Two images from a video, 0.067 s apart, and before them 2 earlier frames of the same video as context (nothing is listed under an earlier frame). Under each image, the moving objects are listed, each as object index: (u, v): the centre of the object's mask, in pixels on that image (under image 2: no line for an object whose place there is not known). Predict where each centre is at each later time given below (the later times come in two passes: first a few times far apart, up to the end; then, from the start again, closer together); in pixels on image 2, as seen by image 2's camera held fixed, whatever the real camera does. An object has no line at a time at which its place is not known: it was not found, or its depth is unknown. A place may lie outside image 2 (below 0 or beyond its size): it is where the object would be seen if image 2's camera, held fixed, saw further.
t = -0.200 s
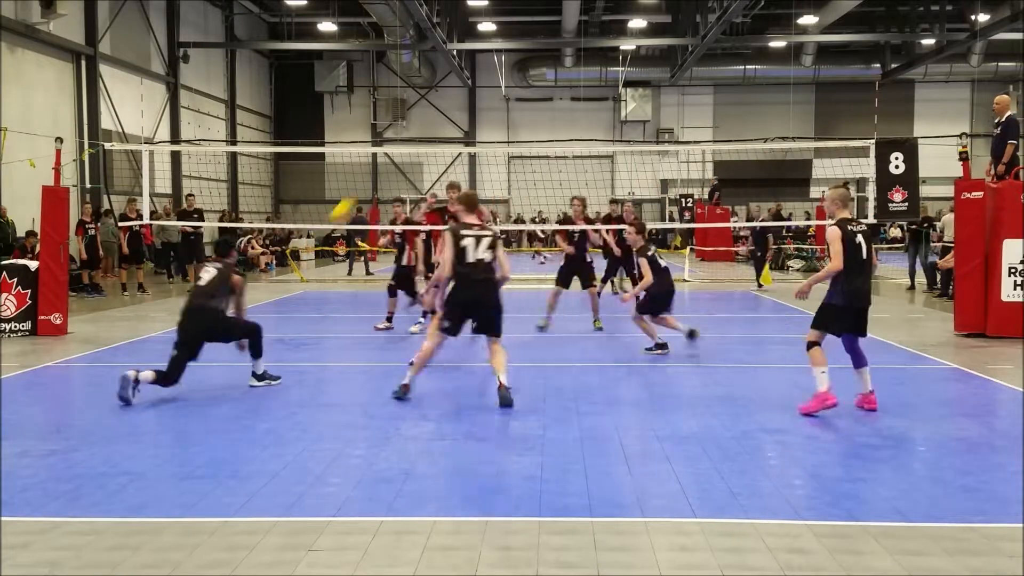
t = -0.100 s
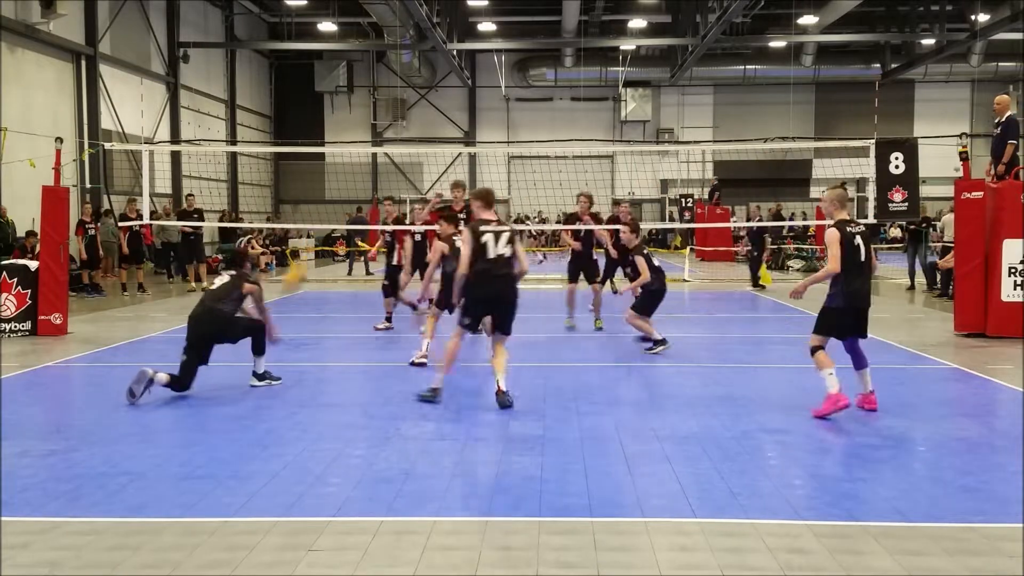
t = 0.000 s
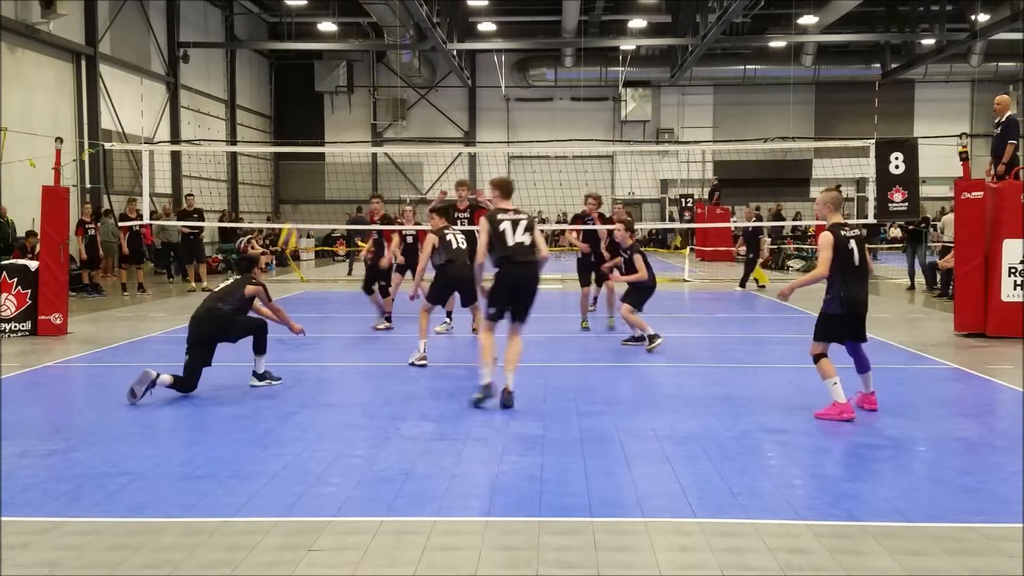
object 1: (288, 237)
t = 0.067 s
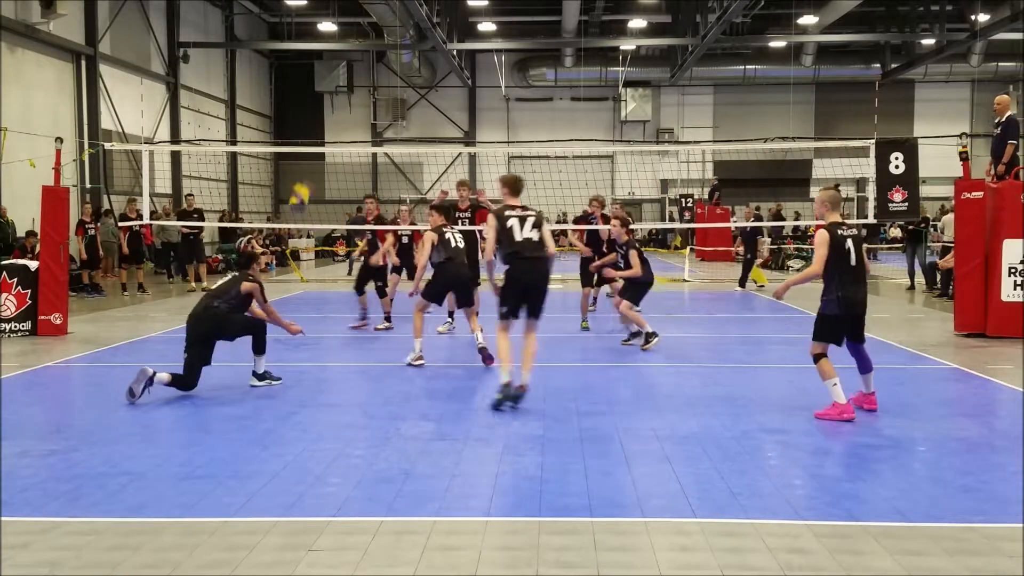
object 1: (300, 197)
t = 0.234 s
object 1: (325, 122)
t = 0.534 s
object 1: (365, 60)
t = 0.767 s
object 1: (391, 72)
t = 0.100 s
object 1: (307, 178)
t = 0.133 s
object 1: (311, 164)
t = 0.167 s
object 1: (316, 148)
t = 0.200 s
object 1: (321, 133)
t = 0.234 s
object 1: (325, 122)
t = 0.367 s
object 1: (344, 83)
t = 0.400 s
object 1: (348, 76)
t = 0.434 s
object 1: (352, 71)
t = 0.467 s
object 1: (356, 66)
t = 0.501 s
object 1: (361, 63)
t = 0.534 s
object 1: (365, 60)
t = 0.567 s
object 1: (369, 59)
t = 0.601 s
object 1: (373, 60)
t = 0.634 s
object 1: (375, 60)
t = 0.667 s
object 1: (381, 61)
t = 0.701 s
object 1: (384, 63)
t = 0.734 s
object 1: (387, 67)
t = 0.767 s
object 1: (391, 72)
